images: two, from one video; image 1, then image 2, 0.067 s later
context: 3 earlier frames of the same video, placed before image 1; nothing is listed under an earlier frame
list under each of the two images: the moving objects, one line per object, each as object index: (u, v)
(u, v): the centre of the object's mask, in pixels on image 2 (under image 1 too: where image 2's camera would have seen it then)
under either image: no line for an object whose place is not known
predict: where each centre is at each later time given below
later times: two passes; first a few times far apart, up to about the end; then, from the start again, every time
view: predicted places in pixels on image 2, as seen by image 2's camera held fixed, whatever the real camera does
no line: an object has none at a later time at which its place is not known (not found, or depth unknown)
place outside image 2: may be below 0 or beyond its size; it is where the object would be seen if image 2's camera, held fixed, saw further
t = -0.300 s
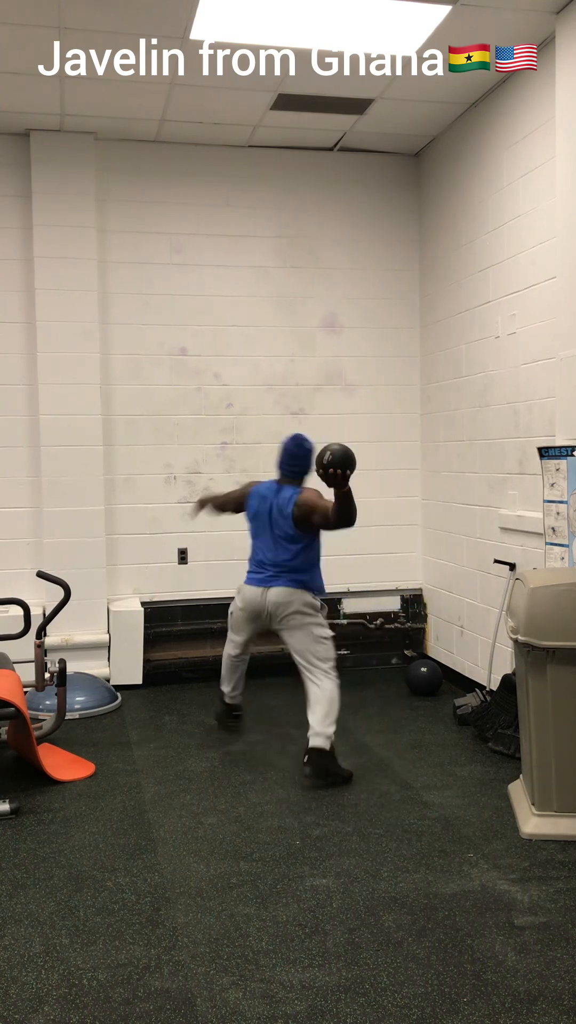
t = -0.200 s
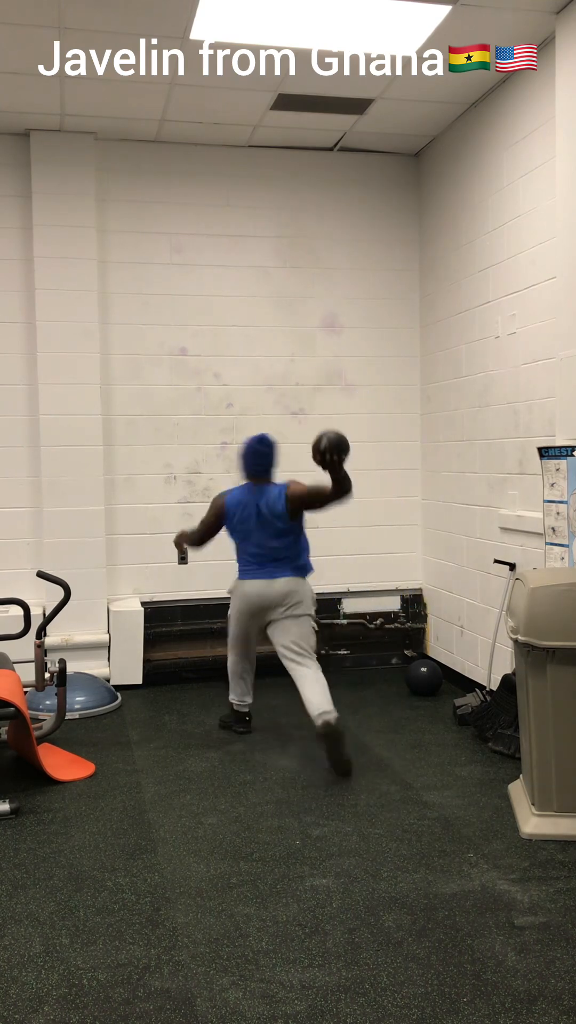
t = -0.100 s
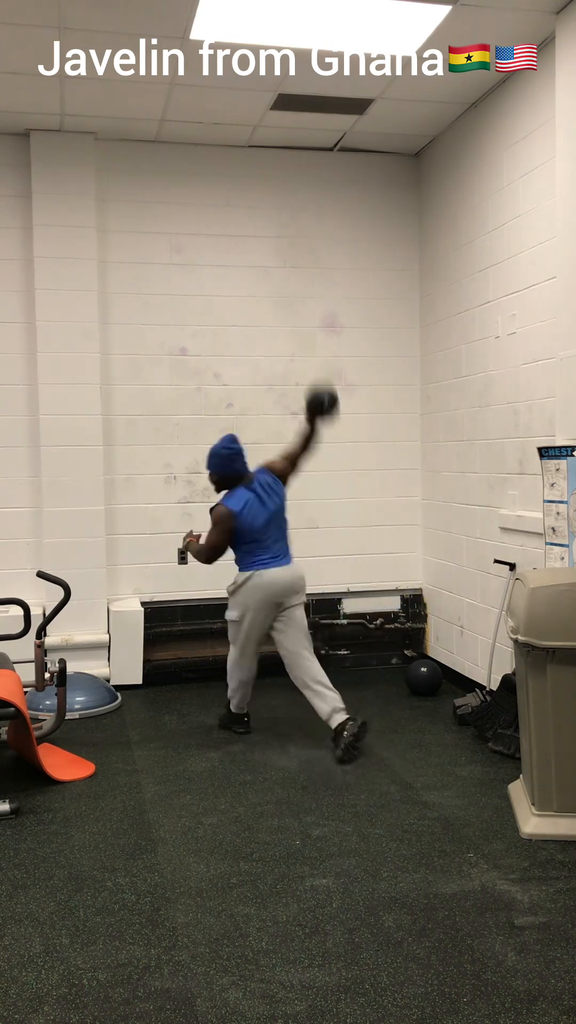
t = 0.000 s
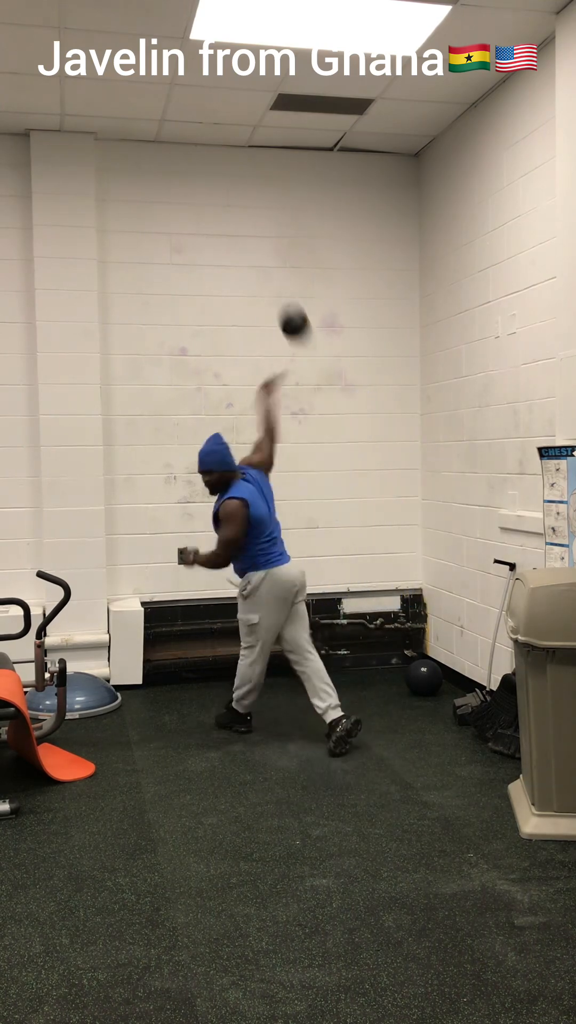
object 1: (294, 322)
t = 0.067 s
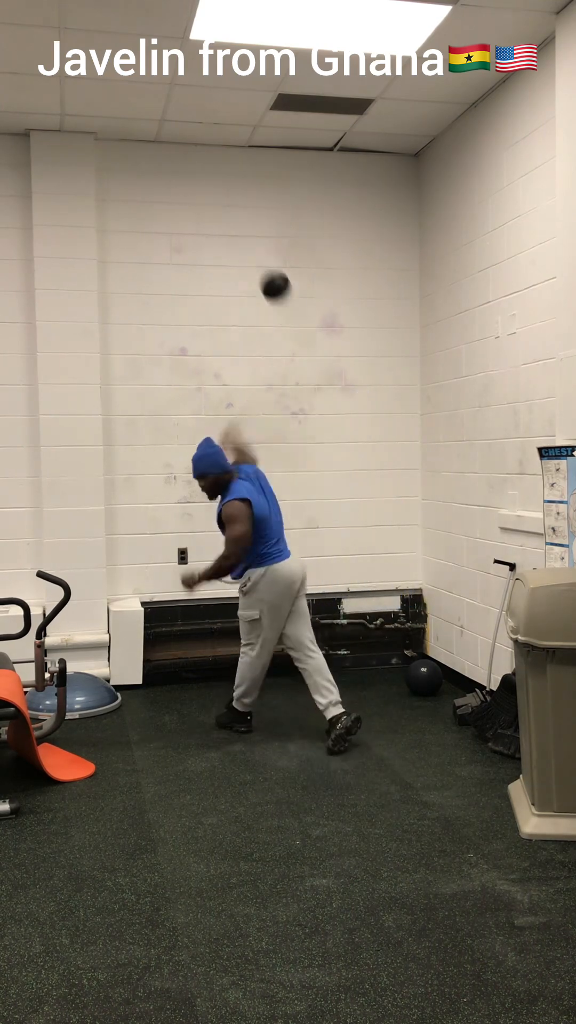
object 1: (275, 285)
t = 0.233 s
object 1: (245, 239)
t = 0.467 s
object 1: (246, 248)
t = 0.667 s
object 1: (248, 323)
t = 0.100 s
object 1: (266, 271)
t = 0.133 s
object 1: (258, 260)
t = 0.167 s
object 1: (251, 251)
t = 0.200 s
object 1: (245, 245)
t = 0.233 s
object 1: (245, 239)
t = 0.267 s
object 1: (245, 235)
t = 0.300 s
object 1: (245, 233)
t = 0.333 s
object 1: (245, 233)
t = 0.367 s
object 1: (245, 234)
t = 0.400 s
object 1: (245, 237)
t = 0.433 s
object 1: (245, 242)
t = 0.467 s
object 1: (246, 248)
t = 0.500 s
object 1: (246, 256)
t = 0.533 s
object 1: (246, 266)
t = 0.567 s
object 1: (247, 278)
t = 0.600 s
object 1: (247, 291)
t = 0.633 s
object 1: (247, 307)
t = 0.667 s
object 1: (248, 323)
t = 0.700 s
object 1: (248, 343)
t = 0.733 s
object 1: (249, 363)
